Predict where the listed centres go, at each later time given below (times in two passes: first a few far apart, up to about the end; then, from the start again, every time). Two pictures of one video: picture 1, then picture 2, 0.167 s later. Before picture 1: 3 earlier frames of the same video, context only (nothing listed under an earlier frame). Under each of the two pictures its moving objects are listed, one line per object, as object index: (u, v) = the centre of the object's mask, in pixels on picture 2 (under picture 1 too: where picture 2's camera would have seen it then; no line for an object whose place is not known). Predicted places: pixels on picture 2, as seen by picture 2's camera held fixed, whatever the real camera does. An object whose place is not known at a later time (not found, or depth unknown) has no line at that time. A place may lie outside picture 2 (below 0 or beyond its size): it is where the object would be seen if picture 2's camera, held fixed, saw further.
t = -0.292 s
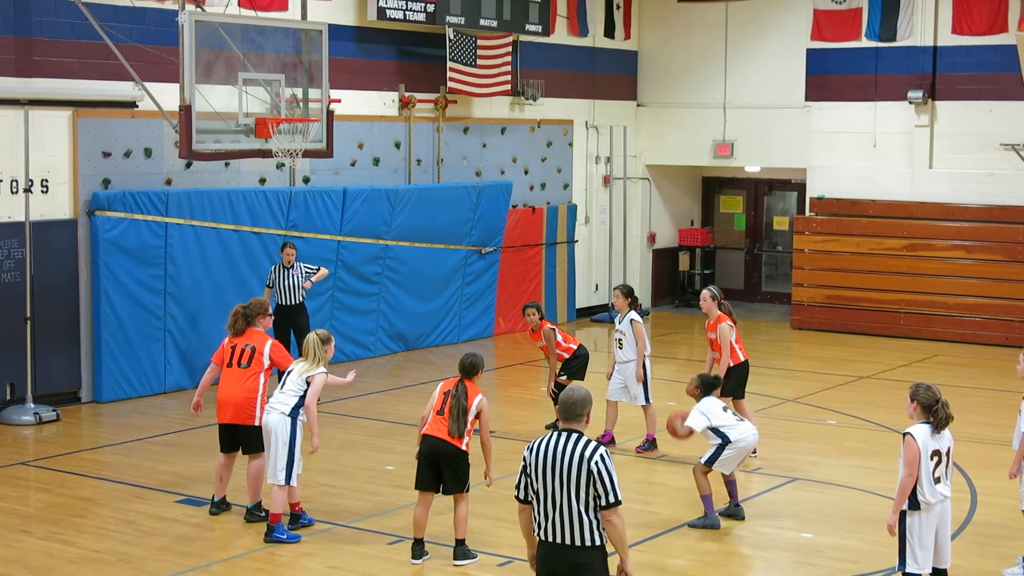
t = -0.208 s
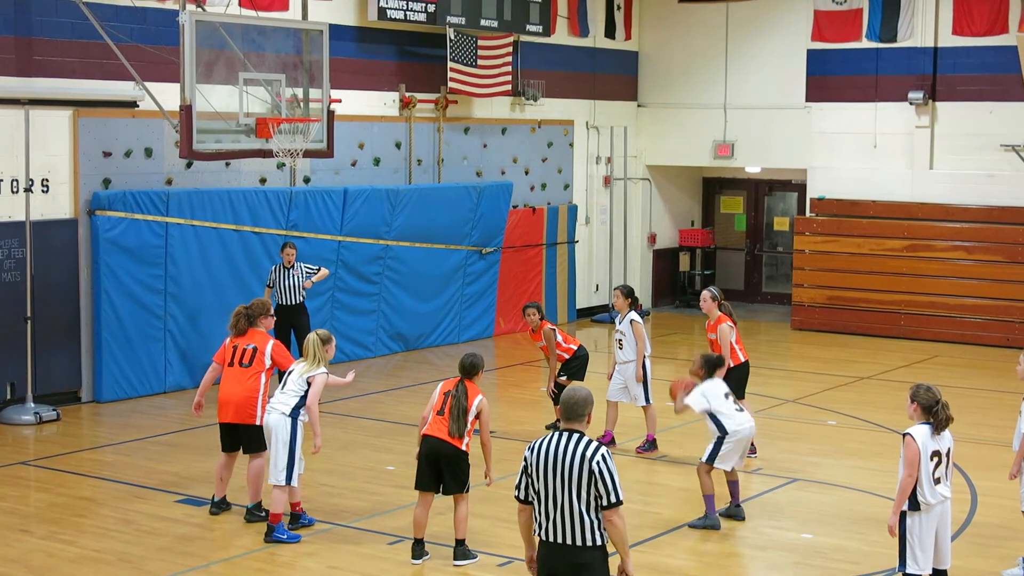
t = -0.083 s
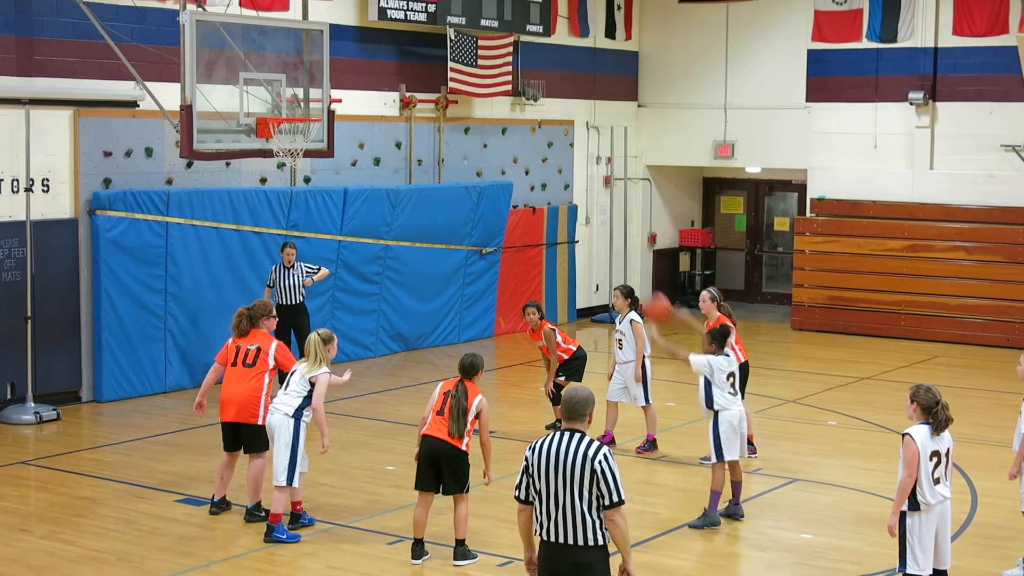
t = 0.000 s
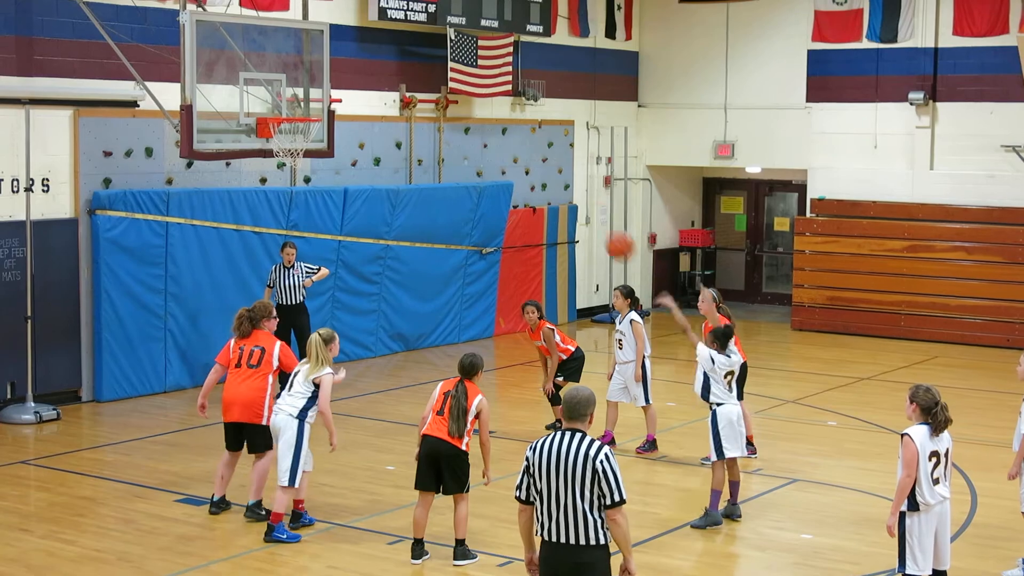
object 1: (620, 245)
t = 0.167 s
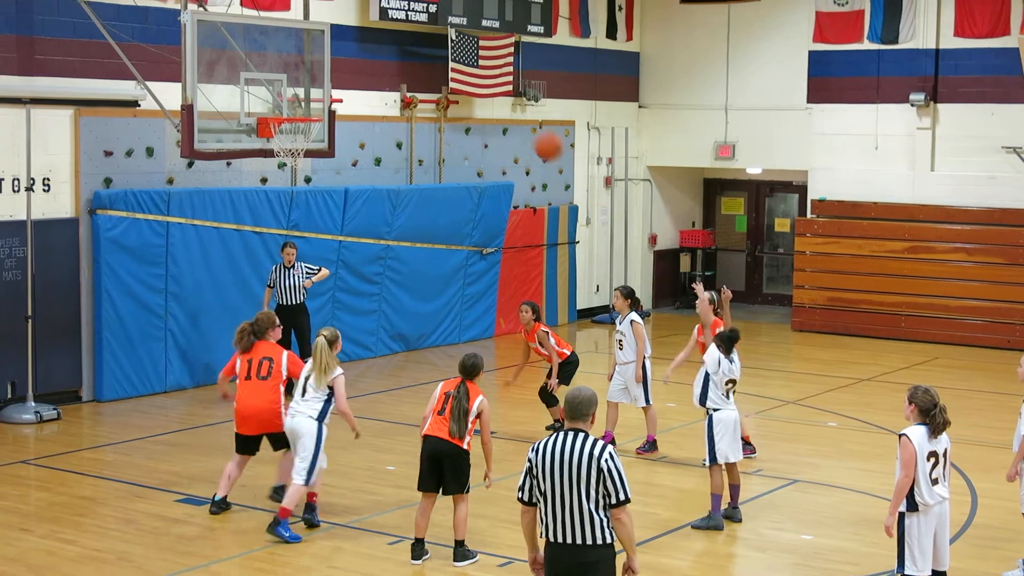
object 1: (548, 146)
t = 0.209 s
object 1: (531, 127)
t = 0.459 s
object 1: (431, 59)
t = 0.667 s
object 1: (357, 61)
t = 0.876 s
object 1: (287, 109)
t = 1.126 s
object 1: (294, 145)
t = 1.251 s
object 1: (313, 184)
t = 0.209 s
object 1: (531, 127)
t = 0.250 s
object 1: (514, 109)
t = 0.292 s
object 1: (497, 96)
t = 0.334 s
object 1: (480, 83)
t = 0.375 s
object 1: (464, 73)
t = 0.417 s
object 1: (447, 65)
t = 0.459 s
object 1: (431, 59)
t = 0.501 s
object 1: (417, 56)
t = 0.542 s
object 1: (402, 54)
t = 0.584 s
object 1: (387, 54)
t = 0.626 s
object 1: (372, 56)
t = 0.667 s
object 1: (357, 61)
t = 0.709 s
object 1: (344, 66)
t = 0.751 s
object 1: (328, 75)
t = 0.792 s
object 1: (315, 85)
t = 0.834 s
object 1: (300, 97)
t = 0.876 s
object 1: (287, 109)
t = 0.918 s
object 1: (291, 111)
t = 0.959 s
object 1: (309, 118)
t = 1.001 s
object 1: (297, 113)
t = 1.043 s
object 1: (283, 125)
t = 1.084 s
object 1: (286, 133)
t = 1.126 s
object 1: (294, 145)
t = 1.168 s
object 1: (300, 156)
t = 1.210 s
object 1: (306, 170)
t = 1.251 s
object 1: (313, 184)
